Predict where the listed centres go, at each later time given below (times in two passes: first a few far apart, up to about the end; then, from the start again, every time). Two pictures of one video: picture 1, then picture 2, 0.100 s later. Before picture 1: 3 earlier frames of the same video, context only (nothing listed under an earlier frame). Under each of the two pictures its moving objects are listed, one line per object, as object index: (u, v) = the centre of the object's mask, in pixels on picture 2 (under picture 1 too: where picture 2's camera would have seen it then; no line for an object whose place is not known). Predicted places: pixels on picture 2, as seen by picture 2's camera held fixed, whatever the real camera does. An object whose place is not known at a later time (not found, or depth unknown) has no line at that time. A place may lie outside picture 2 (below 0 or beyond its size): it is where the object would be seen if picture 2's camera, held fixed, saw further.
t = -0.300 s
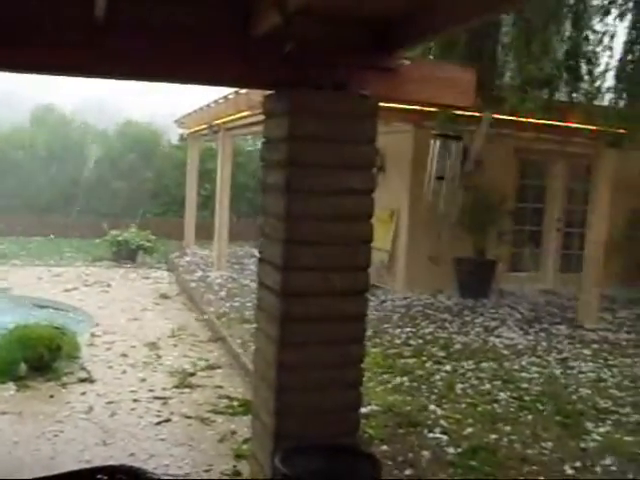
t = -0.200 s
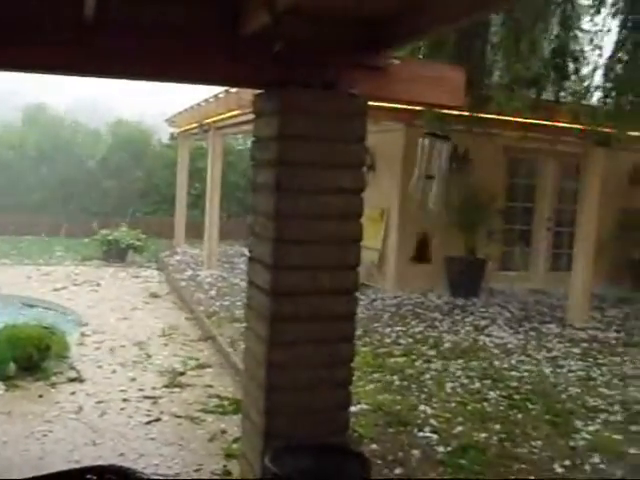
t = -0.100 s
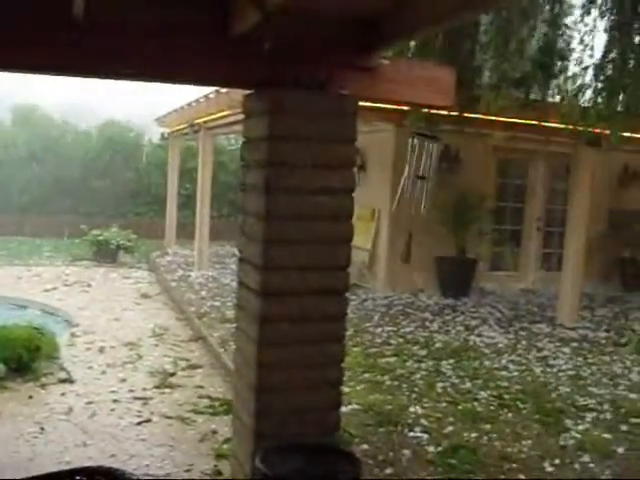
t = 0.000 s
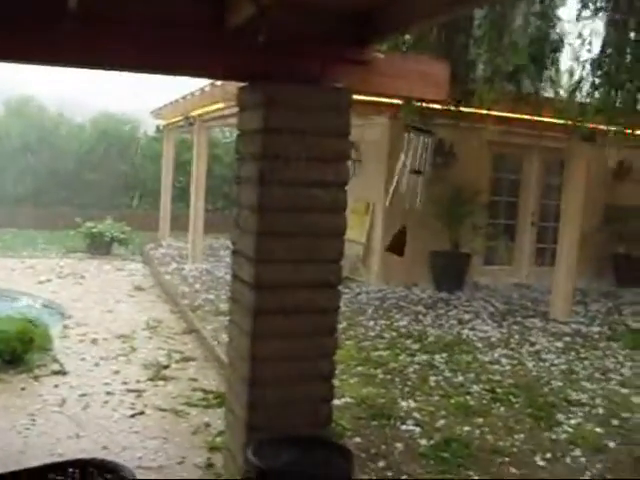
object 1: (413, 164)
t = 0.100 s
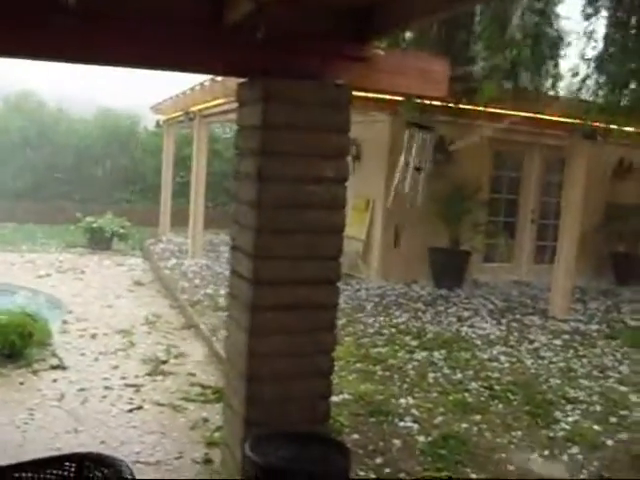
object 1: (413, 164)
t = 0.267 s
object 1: (415, 164)
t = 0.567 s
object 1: (420, 157)
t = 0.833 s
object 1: (415, 161)
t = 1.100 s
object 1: (412, 160)
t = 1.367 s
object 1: (408, 159)
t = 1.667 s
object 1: (409, 163)
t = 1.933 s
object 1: (416, 165)
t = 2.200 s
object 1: (419, 165)
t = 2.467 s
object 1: (414, 165)
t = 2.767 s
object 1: (408, 163)
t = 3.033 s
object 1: (408, 165)
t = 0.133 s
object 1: (413, 164)
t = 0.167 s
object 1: (414, 162)
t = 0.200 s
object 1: (414, 163)
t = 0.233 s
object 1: (415, 164)
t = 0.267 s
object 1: (415, 164)
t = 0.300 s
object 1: (416, 164)
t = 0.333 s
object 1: (417, 162)
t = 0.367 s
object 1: (418, 162)
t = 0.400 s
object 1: (419, 162)
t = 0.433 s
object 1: (420, 156)
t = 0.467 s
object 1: (420, 157)
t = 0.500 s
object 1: (420, 155)
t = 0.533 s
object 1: (421, 157)
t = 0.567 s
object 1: (420, 157)
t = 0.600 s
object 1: (419, 158)
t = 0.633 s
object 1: (419, 157)
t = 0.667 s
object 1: (418, 161)
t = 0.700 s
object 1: (418, 161)
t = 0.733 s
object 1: (417, 160)
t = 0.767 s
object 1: (417, 161)
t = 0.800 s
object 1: (415, 161)
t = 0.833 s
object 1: (415, 161)
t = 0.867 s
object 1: (415, 161)
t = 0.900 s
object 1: (413, 159)
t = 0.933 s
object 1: (413, 160)
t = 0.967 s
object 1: (412, 161)
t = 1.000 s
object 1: (413, 160)
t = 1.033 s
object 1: (413, 159)
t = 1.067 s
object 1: (412, 160)
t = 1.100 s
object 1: (412, 160)
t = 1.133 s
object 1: (411, 161)
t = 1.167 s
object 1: (410, 161)
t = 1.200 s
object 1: (410, 161)
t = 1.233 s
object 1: (409, 161)
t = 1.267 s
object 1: (408, 160)
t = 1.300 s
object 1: (408, 160)
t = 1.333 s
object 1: (408, 159)
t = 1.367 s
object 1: (408, 159)
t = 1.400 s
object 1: (407, 159)
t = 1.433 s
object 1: (407, 160)
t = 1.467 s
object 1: (407, 159)
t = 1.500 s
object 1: (406, 159)
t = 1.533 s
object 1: (407, 159)
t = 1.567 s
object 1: (407, 161)
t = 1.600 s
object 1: (407, 161)
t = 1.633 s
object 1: (408, 161)
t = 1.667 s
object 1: (409, 163)
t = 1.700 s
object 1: (410, 163)
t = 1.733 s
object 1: (411, 164)
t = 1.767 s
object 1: (412, 164)
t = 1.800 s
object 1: (413, 164)
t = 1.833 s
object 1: (415, 164)
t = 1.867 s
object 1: (415, 164)
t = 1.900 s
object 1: (416, 164)
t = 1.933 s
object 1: (416, 165)
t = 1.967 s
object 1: (417, 165)
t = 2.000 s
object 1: (418, 166)
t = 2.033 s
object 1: (418, 165)
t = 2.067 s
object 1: (418, 165)
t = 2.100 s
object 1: (418, 166)
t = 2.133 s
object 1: (418, 165)
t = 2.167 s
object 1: (418, 165)
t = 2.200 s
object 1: (419, 165)
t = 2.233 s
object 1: (418, 165)
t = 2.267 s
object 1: (418, 164)
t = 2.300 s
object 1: (417, 167)
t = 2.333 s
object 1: (416, 166)
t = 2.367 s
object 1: (416, 165)
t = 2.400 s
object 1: (416, 166)
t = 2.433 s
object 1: (415, 166)
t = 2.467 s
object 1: (414, 165)
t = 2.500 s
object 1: (414, 164)
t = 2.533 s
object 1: (412, 165)
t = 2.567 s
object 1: (411, 165)
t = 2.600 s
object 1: (411, 165)
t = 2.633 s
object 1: (410, 165)
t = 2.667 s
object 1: (410, 165)
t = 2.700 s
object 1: (409, 165)
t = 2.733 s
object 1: (409, 163)
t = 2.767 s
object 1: (408, 163)
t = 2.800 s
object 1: (408, 163)
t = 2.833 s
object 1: (408, 163)
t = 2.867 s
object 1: (407, 161)
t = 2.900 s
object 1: (407, 163)
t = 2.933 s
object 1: (407, 164)
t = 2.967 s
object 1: (408, 163)
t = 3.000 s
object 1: (407, 165)
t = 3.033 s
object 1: (408, 165)
